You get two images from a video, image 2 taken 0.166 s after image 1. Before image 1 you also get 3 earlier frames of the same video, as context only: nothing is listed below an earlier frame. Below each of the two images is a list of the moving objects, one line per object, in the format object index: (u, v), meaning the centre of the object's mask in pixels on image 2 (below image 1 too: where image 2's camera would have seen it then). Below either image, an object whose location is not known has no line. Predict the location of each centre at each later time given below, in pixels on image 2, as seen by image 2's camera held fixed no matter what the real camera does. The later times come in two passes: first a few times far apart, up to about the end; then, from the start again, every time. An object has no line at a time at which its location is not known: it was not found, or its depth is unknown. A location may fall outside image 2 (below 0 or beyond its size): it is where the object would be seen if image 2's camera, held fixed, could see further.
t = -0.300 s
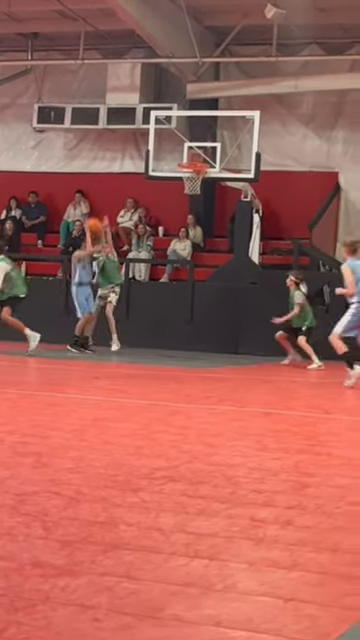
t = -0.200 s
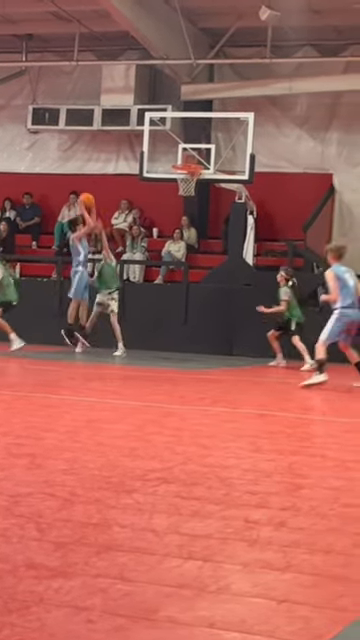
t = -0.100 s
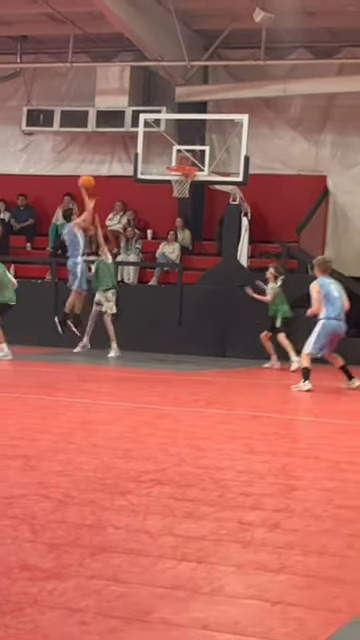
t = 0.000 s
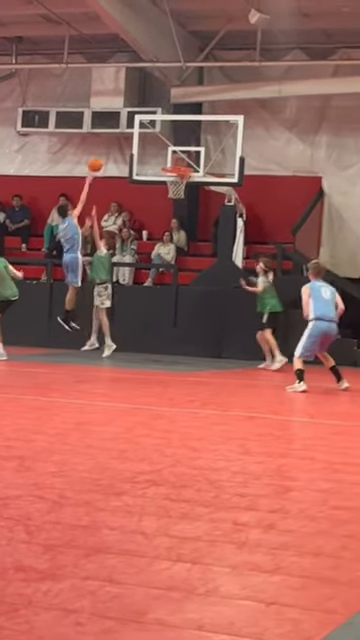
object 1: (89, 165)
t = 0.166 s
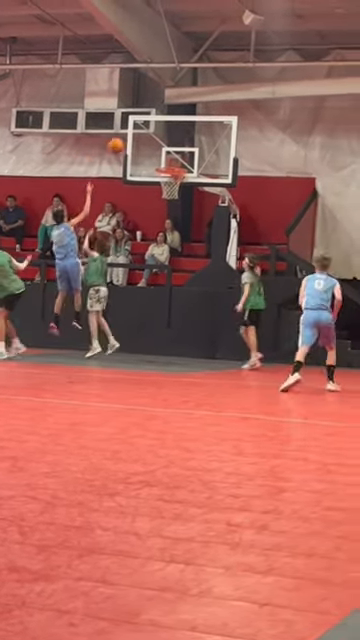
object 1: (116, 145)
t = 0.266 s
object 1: (131, 142)
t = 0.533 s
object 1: (169, 164)
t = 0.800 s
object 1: (174, 181)
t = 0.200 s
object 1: (120, 143)
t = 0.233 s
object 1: (125, 143)
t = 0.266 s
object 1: (131, 142)
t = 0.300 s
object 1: (136, 143)
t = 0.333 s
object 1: (141, 143)
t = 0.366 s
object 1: (146, 145)
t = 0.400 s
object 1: (150, 148)
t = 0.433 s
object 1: (154, 151)
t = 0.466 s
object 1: (159, 155)
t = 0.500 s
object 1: (164, 159)
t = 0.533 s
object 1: (169, 164)
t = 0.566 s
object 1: (173, 167)
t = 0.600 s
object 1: (174, 171)
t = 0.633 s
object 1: (177, 178)
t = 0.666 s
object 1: (176, 182)
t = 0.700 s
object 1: (176, 182)
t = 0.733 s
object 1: (175, 182)
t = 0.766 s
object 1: (174, 181)
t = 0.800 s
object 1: (174, 181)
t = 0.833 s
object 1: (171, 181)
